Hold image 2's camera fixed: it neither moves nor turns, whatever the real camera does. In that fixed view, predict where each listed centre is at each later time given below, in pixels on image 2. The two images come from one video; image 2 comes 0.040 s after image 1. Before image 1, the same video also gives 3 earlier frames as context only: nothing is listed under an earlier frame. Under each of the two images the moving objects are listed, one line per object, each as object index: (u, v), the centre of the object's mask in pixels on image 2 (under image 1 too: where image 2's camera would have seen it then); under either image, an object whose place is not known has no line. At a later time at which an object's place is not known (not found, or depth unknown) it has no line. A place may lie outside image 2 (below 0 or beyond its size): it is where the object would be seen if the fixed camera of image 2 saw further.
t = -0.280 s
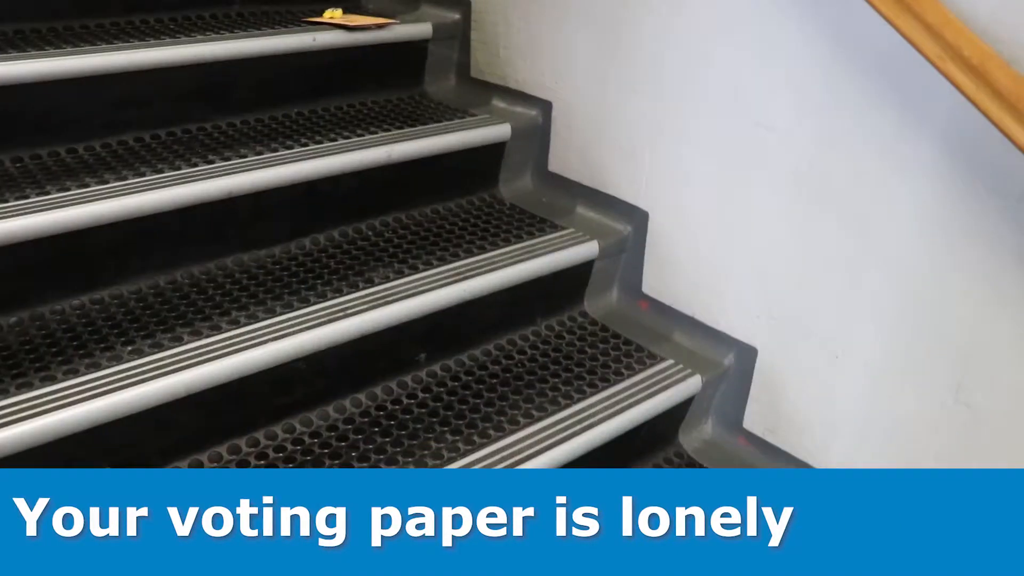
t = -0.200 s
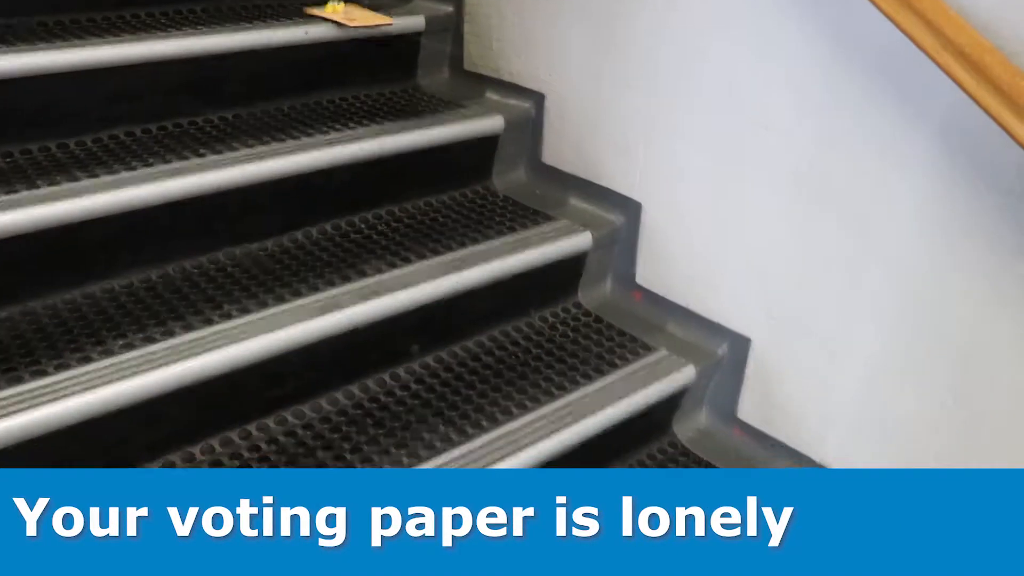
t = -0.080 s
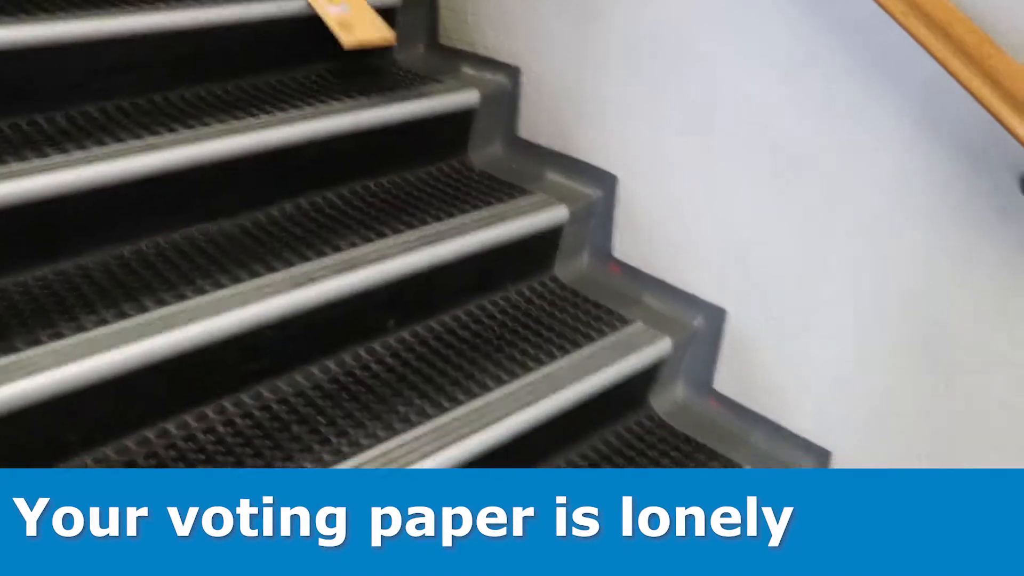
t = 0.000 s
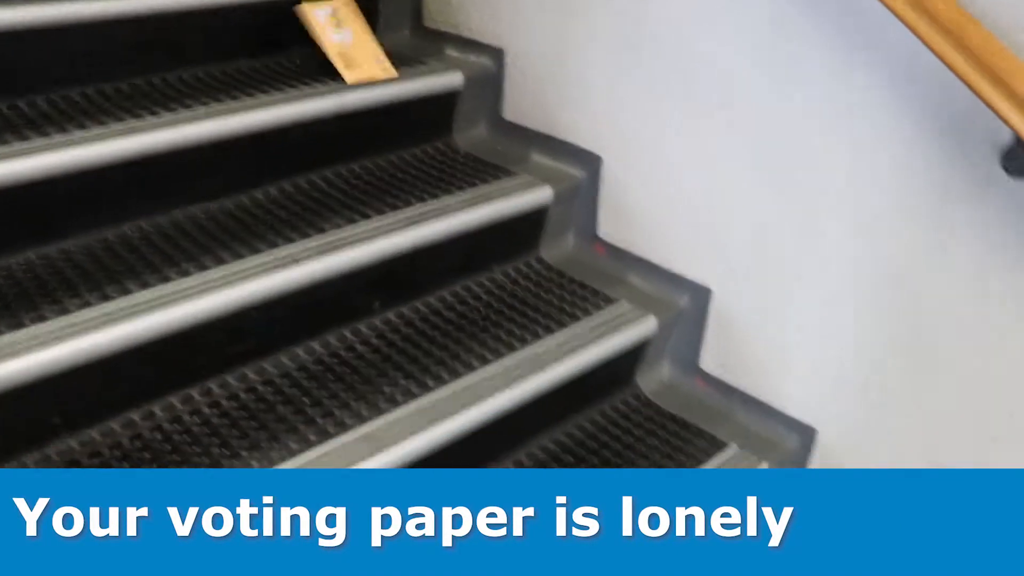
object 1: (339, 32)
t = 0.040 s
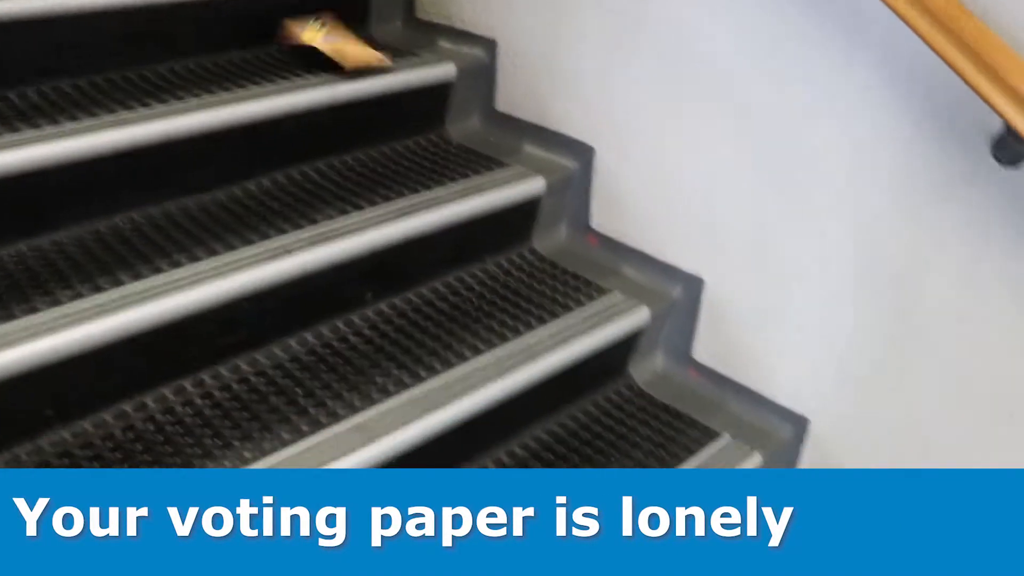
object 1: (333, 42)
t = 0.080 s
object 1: (340, 59)
